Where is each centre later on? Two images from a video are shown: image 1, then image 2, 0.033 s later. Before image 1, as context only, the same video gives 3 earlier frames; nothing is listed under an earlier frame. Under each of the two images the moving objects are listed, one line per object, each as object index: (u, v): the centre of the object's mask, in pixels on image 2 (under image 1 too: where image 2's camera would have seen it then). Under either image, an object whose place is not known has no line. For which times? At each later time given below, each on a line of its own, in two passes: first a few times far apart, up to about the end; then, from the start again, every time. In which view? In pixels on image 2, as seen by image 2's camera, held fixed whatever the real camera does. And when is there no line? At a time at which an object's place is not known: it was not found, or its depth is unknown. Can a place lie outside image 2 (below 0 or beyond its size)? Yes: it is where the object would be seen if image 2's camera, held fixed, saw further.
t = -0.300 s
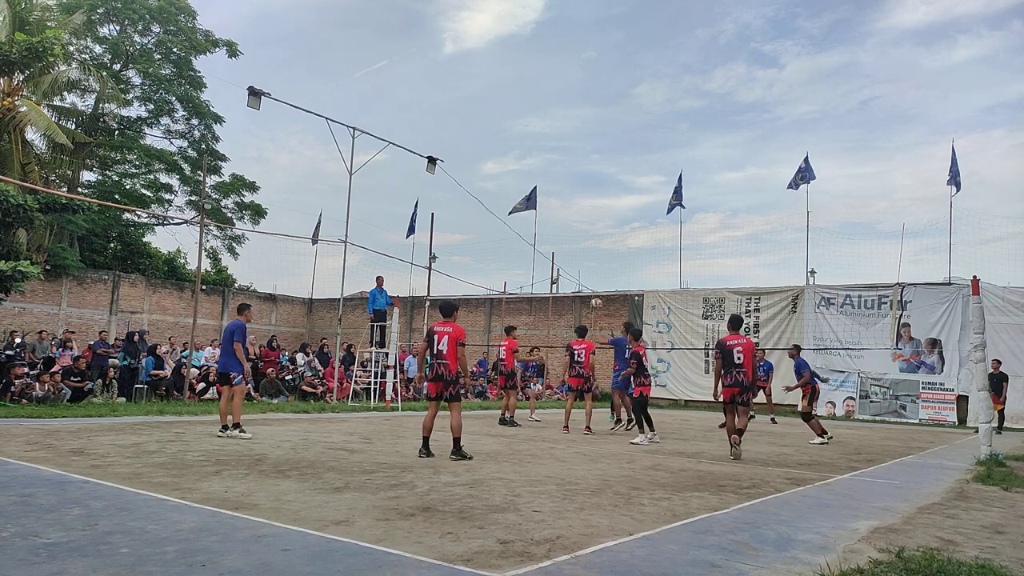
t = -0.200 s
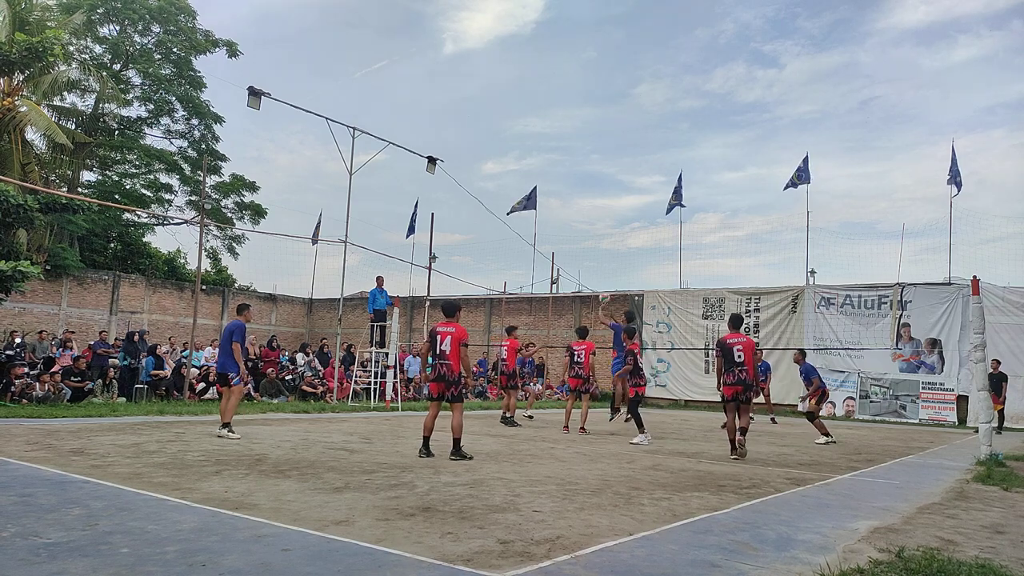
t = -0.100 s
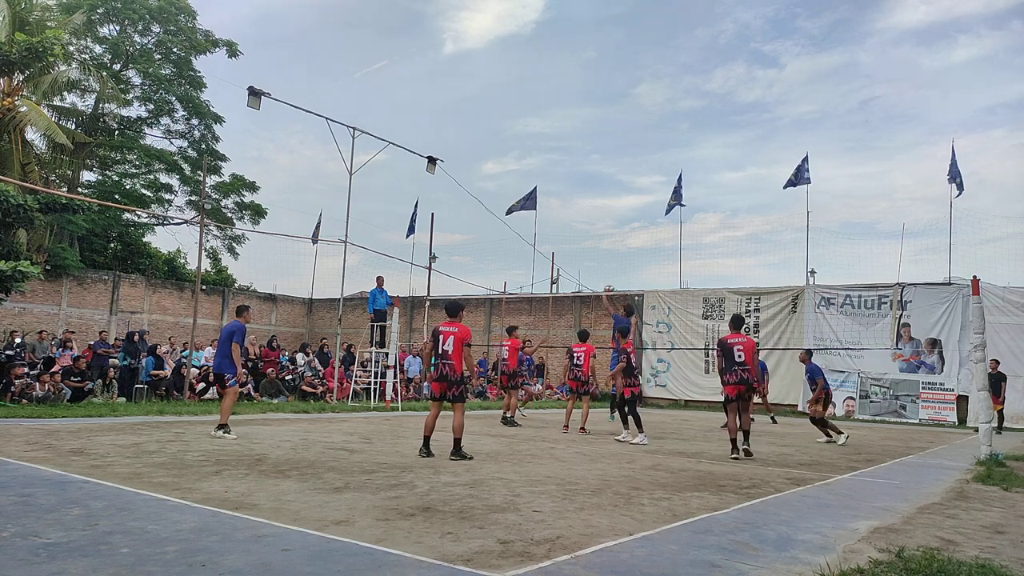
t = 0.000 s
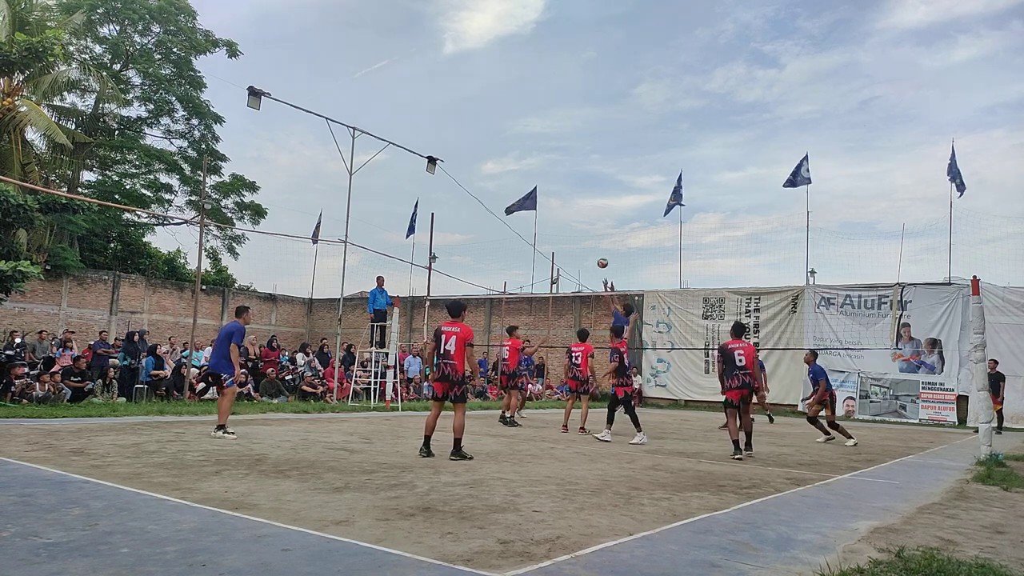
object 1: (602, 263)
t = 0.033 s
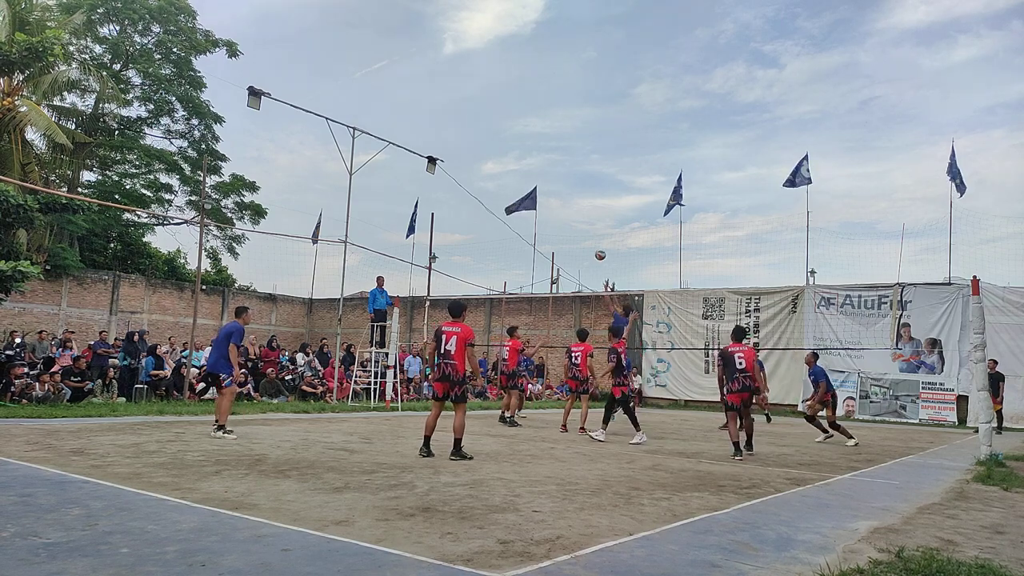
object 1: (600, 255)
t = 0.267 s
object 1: (585, 216)
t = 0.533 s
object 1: (568, 205)
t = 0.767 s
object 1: (553, 224)
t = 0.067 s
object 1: (598, 247)
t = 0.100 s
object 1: (595, 241)
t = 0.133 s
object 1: (593, 234)
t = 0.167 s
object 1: (591, 229)
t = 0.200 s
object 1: (589, 224)
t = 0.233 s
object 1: (587, 220)
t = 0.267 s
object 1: (585, 216)
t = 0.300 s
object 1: (583, 213)
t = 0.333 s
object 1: (581, 210)
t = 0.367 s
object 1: (578, 208)
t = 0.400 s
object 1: (576, 206)
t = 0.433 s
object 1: (574, 205)
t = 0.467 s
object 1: (572, 205)
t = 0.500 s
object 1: (570, 204)
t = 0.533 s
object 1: (568, 205)
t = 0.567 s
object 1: (566, 206)
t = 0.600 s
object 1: (564, 208)
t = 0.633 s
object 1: (562, 210)
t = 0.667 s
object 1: (560, 213)
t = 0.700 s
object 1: (557, 216)
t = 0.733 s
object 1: (555, 219)
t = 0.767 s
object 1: (553, 224)
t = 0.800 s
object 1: (551, 229)
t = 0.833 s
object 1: (549, 234)
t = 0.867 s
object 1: (546, 239)
